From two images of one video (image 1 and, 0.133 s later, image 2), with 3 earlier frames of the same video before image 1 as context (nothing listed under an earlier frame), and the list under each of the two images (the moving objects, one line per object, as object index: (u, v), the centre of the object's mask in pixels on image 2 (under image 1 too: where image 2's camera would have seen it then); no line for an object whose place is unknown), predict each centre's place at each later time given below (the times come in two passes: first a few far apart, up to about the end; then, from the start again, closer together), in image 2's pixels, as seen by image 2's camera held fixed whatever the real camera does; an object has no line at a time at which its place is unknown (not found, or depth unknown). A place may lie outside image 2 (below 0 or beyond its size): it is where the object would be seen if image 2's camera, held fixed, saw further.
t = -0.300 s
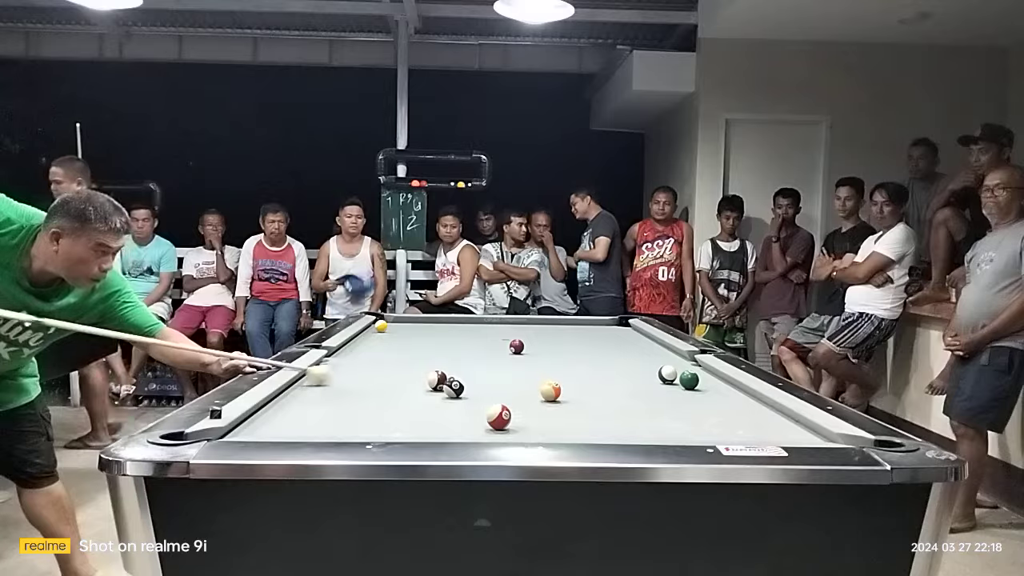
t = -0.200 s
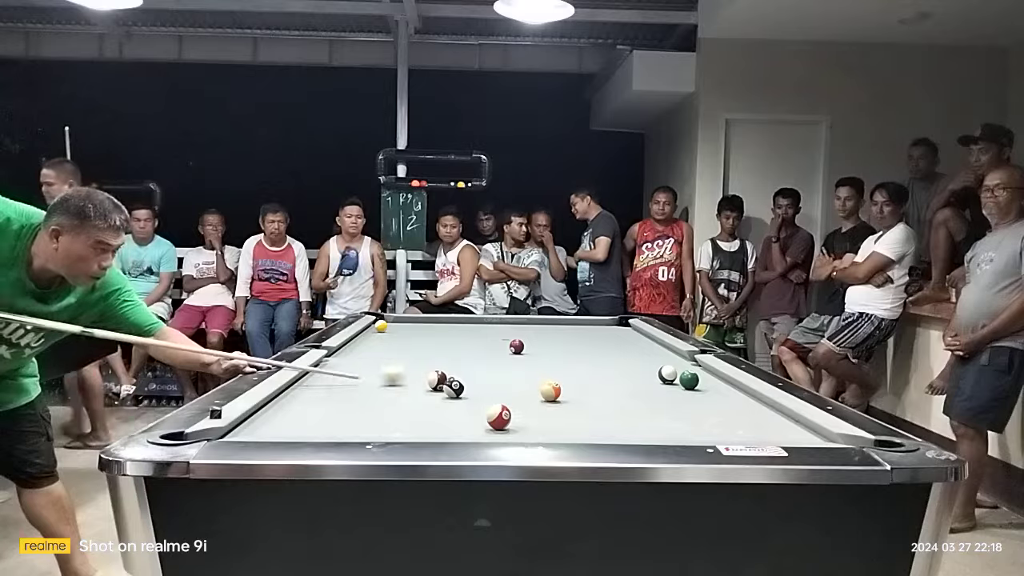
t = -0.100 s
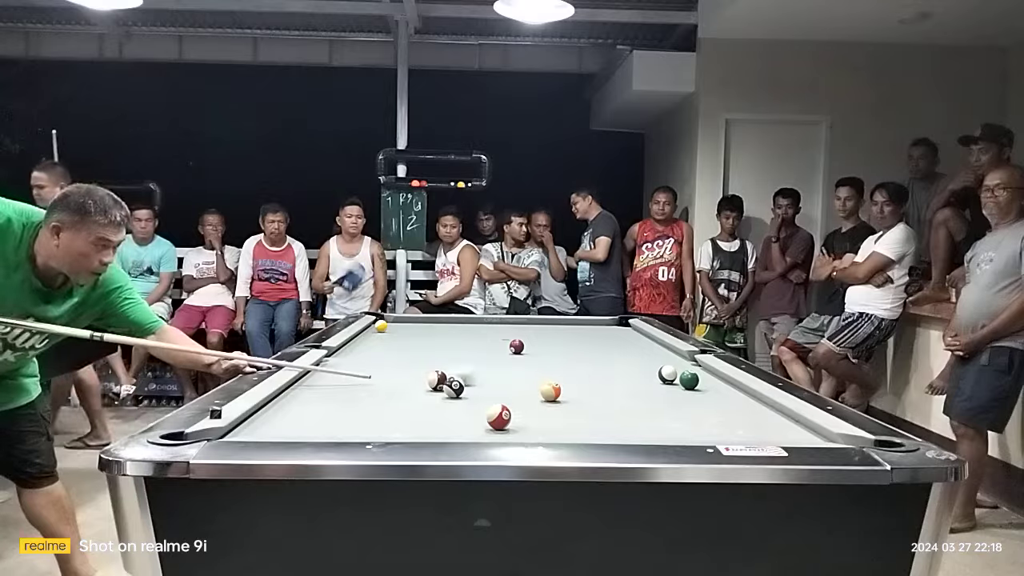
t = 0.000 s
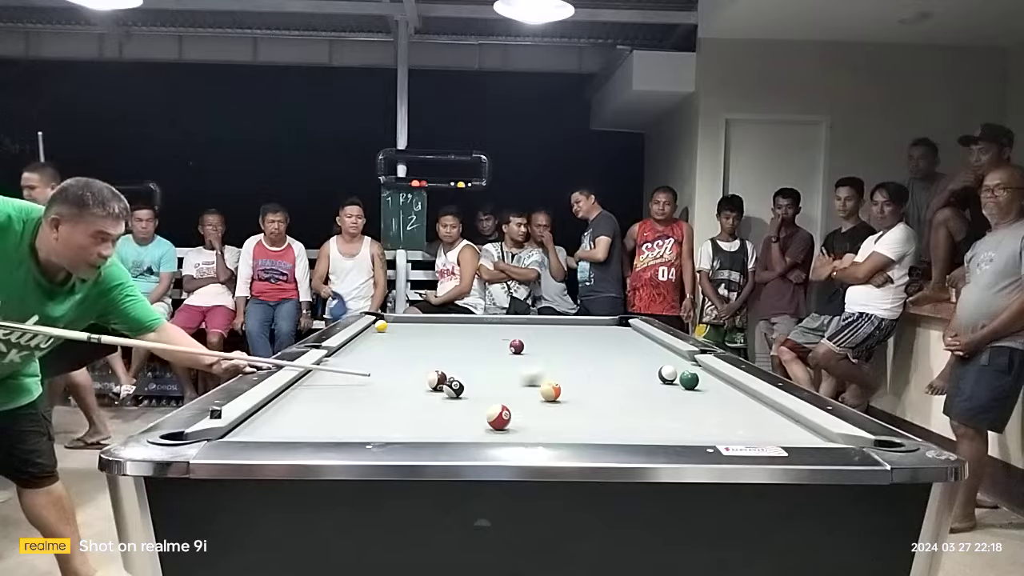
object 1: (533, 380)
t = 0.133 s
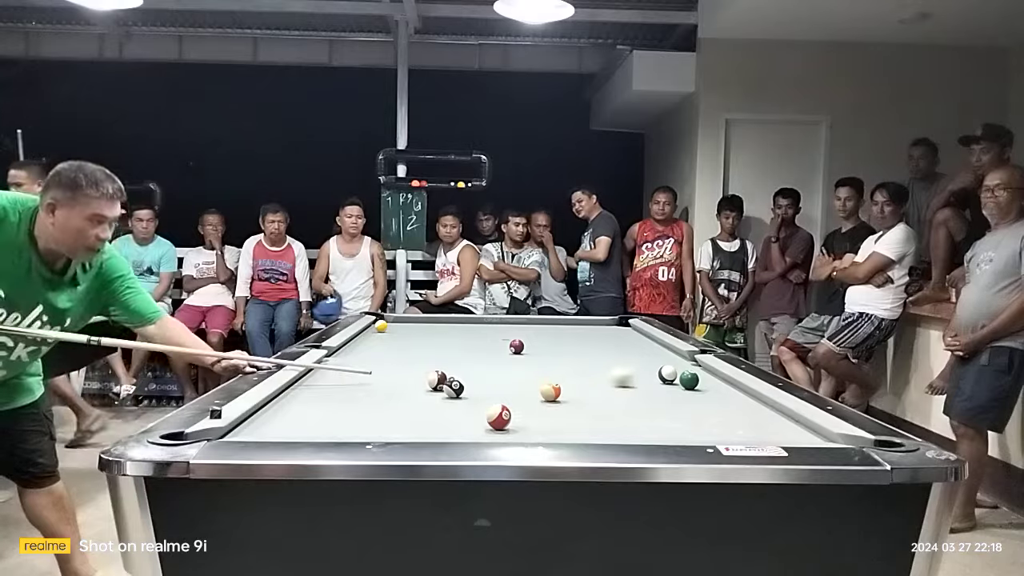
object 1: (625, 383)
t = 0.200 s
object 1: (665, 376)
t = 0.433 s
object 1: (709, 372)
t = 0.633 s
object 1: (680, 370)
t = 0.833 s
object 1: (648, 368)
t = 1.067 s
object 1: (613, 366)
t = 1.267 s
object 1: (586, 365)
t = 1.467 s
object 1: (561, 362)
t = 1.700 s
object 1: (534, 359)
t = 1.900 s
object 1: (511, 357)
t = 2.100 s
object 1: (492, 356)
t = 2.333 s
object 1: (469, 355)
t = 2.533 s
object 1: (452, 354)
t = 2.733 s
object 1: (435, 353)
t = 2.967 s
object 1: (417, 352)
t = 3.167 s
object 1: (404, 351)
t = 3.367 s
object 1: (391, 350)
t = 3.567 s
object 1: (380, 350)
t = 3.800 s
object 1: (367, 349)
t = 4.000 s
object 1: (358, 348)
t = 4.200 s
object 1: (349, 348)
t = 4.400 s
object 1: (346, 347)
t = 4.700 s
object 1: (351, 347)
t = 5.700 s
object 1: (356, 348)
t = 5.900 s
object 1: (356, 347)
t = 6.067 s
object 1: (356, 347)
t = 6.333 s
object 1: (356, 347)
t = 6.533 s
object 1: (356, 347)
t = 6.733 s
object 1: (356, 347)
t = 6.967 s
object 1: (356, 347)
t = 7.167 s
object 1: (356, 347)
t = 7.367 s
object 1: (356, 347)
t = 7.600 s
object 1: (356, 347)
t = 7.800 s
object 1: (356, 347)
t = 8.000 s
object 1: (356, 347)
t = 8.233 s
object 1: (356, 347)
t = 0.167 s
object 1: (643, 378)
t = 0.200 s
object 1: (665, 376)
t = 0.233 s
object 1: (673, 377)
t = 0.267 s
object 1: (677, 376)
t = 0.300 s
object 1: (682, 375)
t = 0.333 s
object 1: (689, 375)
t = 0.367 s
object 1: (694, 374)
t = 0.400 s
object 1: (701, 373)
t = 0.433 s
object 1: (709, 372)
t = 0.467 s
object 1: (708, 373)
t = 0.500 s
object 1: (701, 373)
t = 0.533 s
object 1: (695, 372)
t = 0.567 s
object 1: (691, 371)
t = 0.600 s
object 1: (685, 371)
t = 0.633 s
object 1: (680, 370)
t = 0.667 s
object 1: (674, 370)
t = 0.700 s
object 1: (669, 370)
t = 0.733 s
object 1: (663, 369)
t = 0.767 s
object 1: (658, 369)
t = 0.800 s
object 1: (653, 369)
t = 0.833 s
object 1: (648, 368)
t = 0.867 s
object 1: (642, 368)
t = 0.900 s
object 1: (637, 367)
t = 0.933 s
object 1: (632, 367)
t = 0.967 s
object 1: (627, 367)
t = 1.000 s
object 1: (622, 366)
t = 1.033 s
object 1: (618, 366)
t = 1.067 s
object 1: (613, 366)
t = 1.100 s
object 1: (609, 366)
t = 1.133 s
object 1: (605, 366)
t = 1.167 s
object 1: (600, 366)
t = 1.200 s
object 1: (596, 366)
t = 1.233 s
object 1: (591, 365)
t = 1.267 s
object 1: (586, 365)
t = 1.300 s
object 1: (582, 364)
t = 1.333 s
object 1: (578, 364)
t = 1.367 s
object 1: (574, 364)
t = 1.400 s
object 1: (569, 364)
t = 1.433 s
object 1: (565, 363)
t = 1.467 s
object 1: (561, 362)
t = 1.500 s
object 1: (557, 363)
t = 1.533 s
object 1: (553, 362)
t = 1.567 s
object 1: (549, 361)
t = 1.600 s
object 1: (545, 360)
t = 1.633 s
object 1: (541, 360)
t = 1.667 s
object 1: (538, 360)
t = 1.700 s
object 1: (534, 359)
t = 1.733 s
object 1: (530, 360)
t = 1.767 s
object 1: (527, 359)
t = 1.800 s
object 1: (523, 359)
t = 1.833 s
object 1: (519, 358)
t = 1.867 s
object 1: (515, 358)
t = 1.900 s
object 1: (511, 357)
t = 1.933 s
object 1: (508, 358)
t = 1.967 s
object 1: (505, 357)
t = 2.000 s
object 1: (502, 357)
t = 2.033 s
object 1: (498, 357)
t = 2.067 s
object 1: (495, 357)
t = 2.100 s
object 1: (492, 356)
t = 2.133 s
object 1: (489, 356)
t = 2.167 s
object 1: (486, 356)
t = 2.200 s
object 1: (482, 356)
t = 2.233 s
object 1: (479, 356)
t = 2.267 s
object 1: (476, 356)
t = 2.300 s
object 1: (473, 356)
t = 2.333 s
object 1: (469, 355)
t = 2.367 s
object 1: (466, 354)
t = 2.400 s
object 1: (463, 355)
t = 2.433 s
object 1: (460, 354)
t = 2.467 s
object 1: (457, 354)
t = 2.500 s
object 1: (454, 354)
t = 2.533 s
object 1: (452, 354)
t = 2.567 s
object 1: (449, 354)
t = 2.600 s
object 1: (446, 354)
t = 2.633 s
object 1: (443, 354)
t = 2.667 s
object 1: (440, 353)
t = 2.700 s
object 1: (438, 353)
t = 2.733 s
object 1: (435, 353)
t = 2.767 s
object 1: (432, 353)
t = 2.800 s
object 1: (430, 352)
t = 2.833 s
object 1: (427, 352)
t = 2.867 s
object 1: (425, 352)
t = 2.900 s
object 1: (422, 352)
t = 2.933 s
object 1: (420, 352)
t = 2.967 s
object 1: (417, 352)
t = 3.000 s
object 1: (415, 352)
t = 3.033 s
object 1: (413, 352)
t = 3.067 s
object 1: (411, 351)
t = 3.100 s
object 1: (409, 351)
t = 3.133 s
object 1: (406, 351)
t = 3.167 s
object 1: (404, 351)
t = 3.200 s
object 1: (402, 351)
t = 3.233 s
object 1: (399, 351)
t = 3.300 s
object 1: (395, 350)
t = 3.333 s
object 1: (393, 350)
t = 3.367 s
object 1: (391, 350)
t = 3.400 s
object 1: (389, 350)
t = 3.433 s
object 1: (387, 350)
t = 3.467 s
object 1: (385, 350)
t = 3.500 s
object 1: (383, 350)
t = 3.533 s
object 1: (381, 350)
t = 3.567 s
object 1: (380, 350)
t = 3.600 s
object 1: (377, 349)
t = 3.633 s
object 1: (376, 349)
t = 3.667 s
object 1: (374, 349)
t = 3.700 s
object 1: (372, 349)
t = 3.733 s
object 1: (370, 349)
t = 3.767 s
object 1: (368, 349)
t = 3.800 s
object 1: (367, 349)
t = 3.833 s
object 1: (366, 349)
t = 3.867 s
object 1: (364, 349)
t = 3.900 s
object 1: (362, 349)
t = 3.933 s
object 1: (361, 349)
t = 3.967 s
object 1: (359, 349)
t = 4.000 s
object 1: (358, 348)
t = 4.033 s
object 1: (356, 348)
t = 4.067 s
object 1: (354, 348)
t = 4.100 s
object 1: (353, 348)
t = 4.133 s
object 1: (352, 348)
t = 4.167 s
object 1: (350, 348)
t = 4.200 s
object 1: (349, 348)
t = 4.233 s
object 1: (347, 348)
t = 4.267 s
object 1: (346, 348)
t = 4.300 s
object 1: (345, 348)
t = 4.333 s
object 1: (345, 348)
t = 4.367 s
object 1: (346, 348)
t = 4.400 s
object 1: (346, 347)
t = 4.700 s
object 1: (351, 347)
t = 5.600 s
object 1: (356, 347)
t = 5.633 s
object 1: (356, 348)
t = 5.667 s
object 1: (356, 348)
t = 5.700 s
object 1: (356, 348)
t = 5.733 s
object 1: (356, 347)
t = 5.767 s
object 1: (356, 347)
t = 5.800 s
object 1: (356, 347)
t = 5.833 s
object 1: (356, 347)
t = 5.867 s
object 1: (356, 347)
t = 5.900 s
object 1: (356, 347)
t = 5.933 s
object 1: (356, 347)
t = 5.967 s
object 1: (356, 347)
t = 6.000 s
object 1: (356, 347)
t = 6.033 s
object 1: (356, 347)
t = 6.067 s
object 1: (356, 347)
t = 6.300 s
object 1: (356, 347)
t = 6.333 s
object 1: (356, 347)
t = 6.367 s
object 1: (356, 347)
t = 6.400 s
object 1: (356, 347)
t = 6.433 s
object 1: (356, 347)
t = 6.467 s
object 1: (356, 347)
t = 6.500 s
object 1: (356, 347)
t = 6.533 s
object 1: (356, 347)
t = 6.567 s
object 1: (356, 347)
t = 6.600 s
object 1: (356, 347)
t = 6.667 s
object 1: (356, 347)
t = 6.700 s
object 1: (356, 347)
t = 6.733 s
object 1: (356, 347)
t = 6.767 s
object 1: (356, 347)
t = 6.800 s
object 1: (356, 347)
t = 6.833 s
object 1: (356, 347)
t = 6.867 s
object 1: (356, 347)
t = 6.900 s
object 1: (356, 347)
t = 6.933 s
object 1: (356, 347)
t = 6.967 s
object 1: (356, 347)
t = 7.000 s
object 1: (356, 347)
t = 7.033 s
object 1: (356, 347)
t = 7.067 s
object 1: (356, 347)
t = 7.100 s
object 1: (356, 347)
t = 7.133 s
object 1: (356, 347)
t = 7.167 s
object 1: (356, 347)
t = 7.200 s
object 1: (356, 347)
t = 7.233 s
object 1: (356, 347)
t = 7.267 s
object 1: (356, 347)
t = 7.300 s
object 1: (356, 347)
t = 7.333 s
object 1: (356, 347)
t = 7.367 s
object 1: (356, 347)
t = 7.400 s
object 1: (356, 347)
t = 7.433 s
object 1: (356, 347)
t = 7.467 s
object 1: (356, 347)
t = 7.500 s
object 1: (356, 347)
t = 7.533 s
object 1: (356, 347)
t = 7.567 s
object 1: (356, 347)
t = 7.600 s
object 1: (356, 347)
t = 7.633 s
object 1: (356, 347)
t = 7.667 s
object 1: (356, 347)
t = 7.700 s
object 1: (356, 347)
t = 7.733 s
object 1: (356, 347)
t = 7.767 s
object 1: (356, 347)
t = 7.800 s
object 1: (356, 347)
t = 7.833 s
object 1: (356, 347)
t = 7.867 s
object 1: (356, 347)
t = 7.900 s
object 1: (356, 347)
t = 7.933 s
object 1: (356, 347)
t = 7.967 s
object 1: (356, 347)
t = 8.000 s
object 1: (356, 347)
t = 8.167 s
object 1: (356, 347)
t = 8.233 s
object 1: (356, 347)
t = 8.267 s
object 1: (356, 347)
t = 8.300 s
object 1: (356, 347)
